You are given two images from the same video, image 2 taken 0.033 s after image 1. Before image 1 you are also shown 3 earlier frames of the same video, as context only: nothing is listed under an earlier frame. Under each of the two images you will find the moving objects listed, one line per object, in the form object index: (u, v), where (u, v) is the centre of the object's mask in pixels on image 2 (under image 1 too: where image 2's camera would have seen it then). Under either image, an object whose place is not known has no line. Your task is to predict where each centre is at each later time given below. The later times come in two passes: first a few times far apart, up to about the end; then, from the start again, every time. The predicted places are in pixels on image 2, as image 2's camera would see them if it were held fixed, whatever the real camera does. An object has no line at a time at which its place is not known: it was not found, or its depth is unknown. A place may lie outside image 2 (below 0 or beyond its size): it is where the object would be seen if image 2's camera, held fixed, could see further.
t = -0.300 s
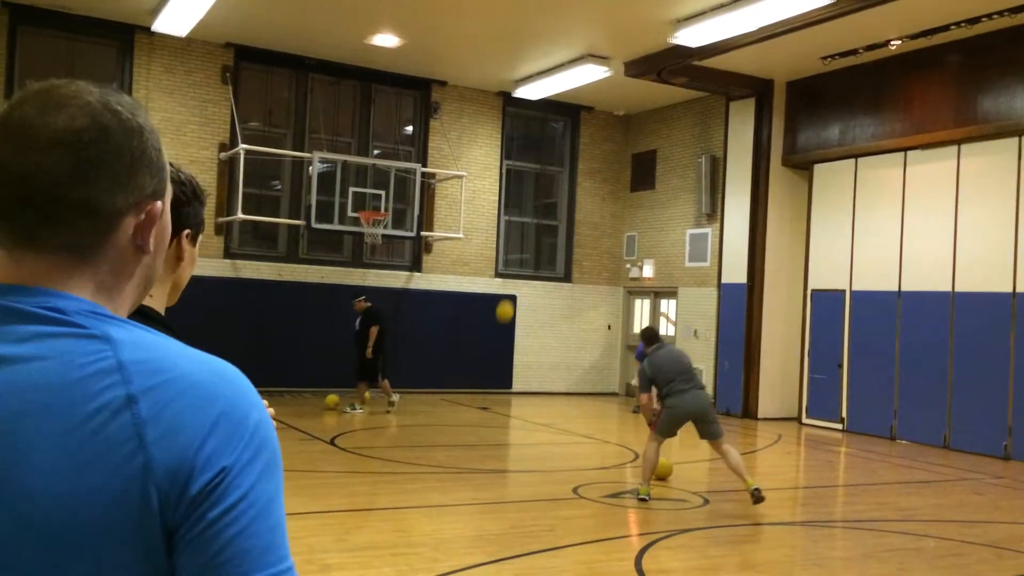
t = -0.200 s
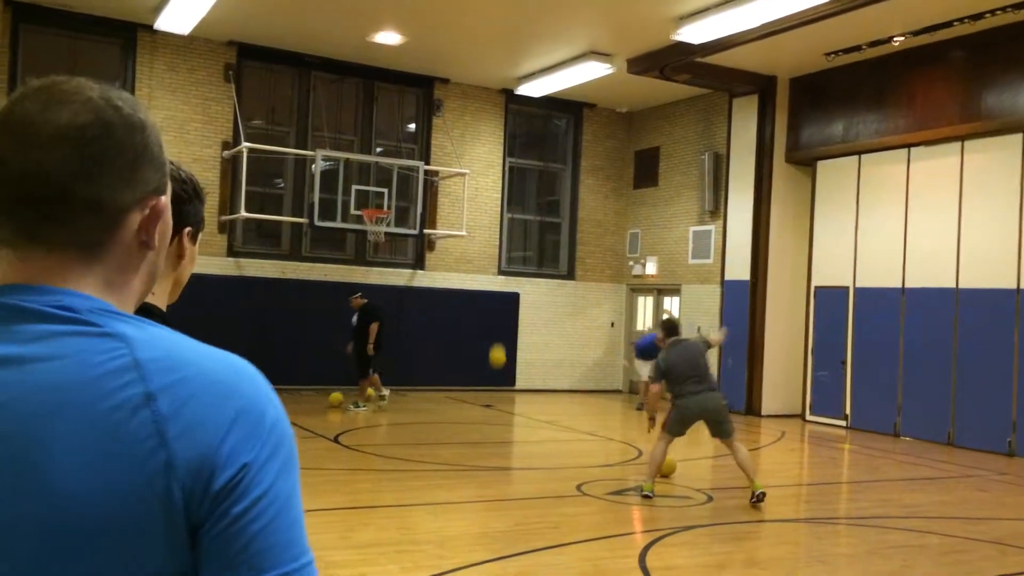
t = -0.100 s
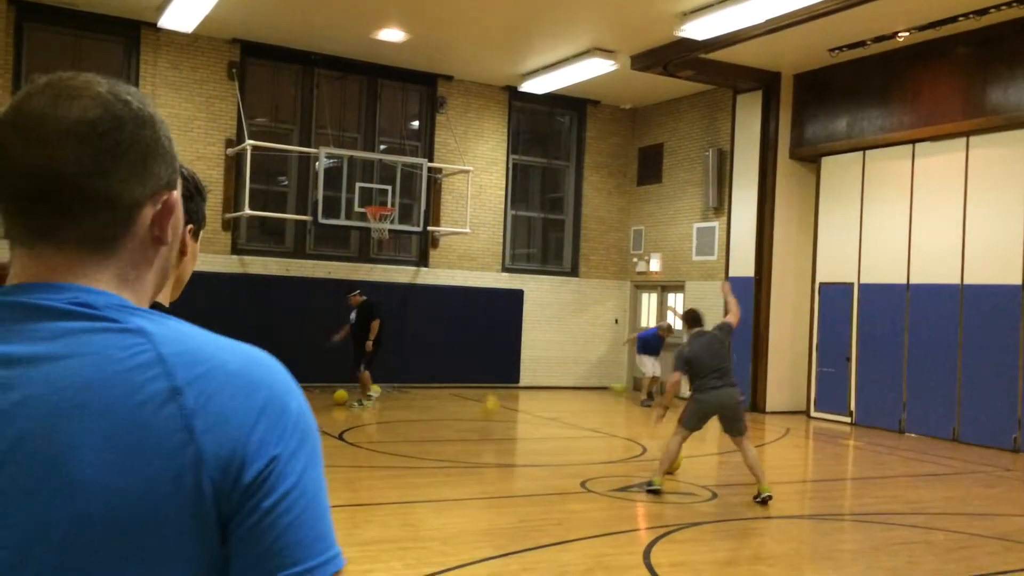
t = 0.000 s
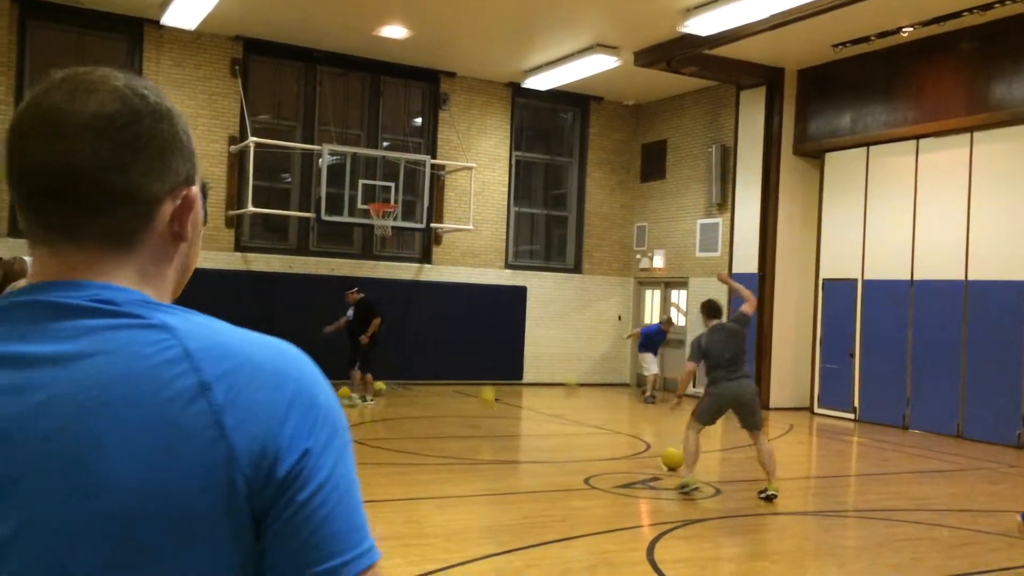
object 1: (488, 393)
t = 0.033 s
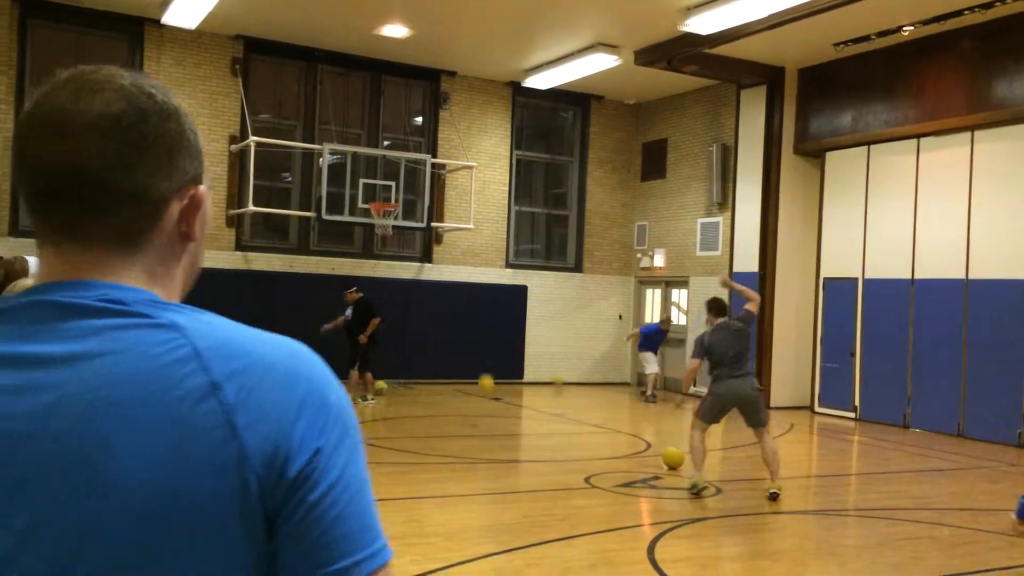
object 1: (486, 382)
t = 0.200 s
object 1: (477, 336)
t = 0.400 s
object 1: (465, 307)
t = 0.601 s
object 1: (453, 307)
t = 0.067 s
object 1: (484, 372)
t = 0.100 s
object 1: (482, 362)
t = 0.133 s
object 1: (480, 353)
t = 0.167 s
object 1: (479, 344)
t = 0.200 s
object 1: (477, 336)
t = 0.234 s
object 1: (475, 329)
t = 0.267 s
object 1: (473, 323)
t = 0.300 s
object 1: (471, 318)
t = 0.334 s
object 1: (469, 314)
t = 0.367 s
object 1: (467, 310)
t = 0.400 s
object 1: (465, 307)
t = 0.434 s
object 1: (463, 305)
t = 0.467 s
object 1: (461, 304)
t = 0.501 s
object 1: (460, 304)
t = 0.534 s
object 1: (457, 304)
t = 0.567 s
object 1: (455, 305)
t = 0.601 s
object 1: (453, 307)
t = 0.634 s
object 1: (451, 309)
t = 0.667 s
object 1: (449, 313)
